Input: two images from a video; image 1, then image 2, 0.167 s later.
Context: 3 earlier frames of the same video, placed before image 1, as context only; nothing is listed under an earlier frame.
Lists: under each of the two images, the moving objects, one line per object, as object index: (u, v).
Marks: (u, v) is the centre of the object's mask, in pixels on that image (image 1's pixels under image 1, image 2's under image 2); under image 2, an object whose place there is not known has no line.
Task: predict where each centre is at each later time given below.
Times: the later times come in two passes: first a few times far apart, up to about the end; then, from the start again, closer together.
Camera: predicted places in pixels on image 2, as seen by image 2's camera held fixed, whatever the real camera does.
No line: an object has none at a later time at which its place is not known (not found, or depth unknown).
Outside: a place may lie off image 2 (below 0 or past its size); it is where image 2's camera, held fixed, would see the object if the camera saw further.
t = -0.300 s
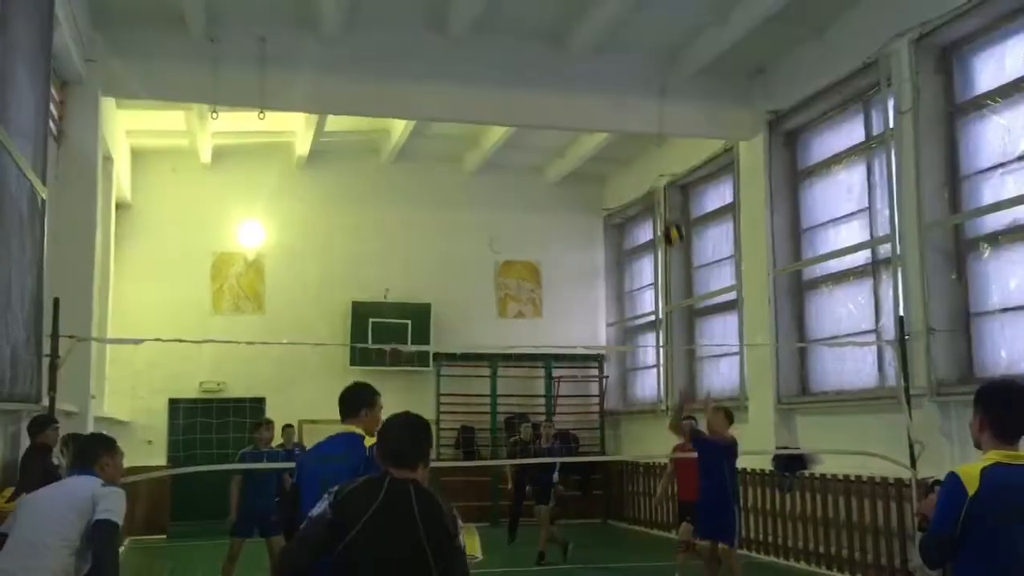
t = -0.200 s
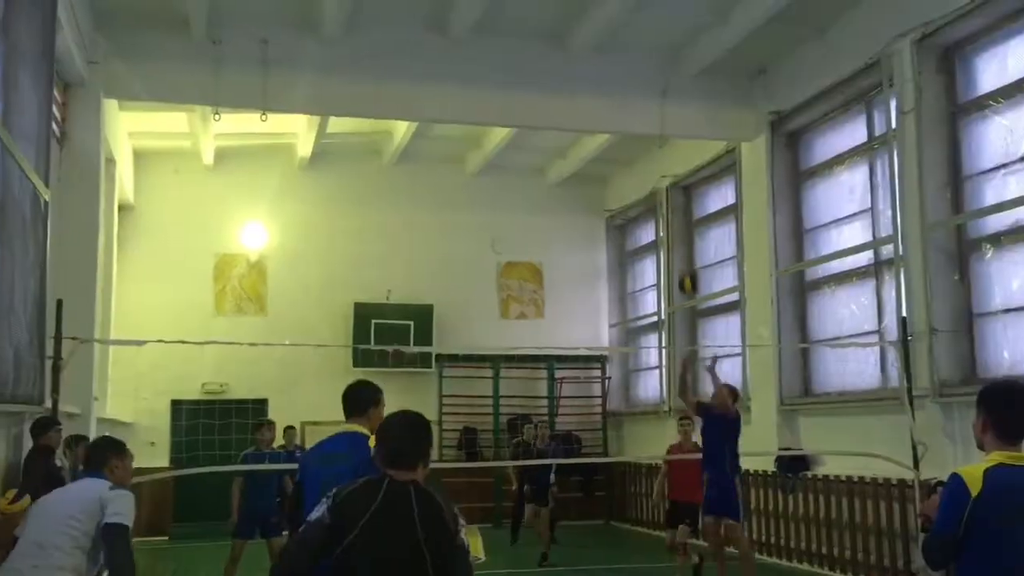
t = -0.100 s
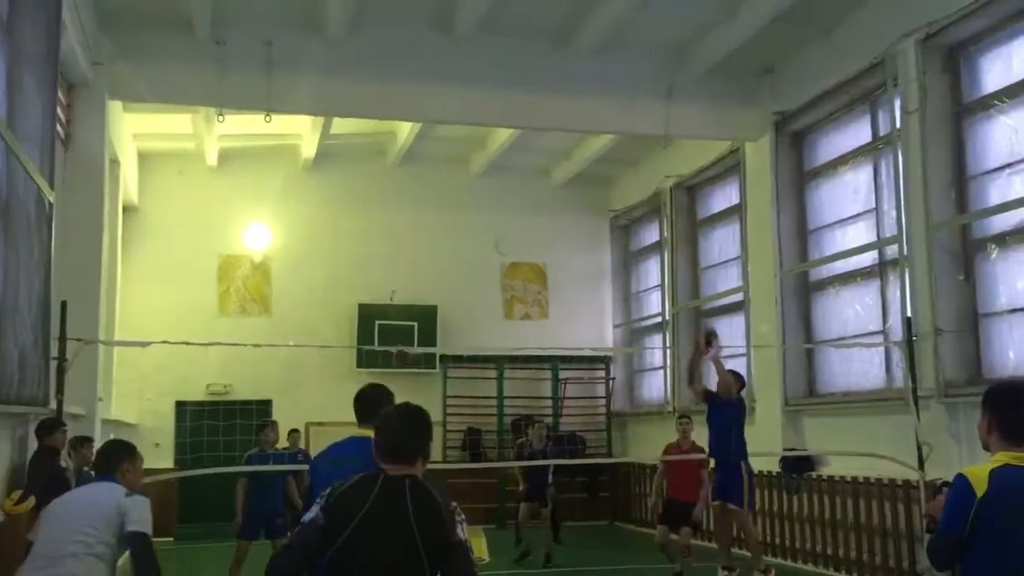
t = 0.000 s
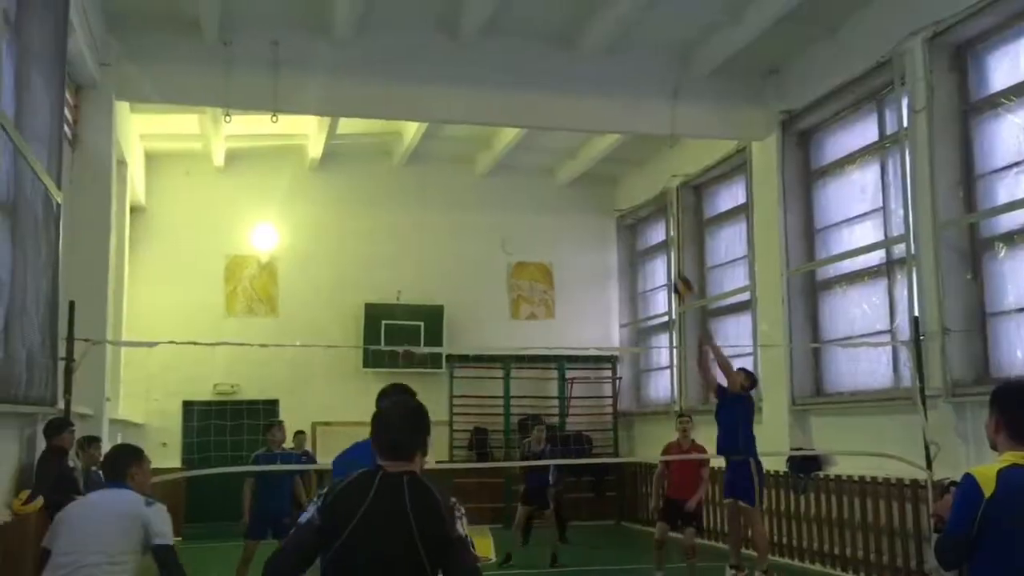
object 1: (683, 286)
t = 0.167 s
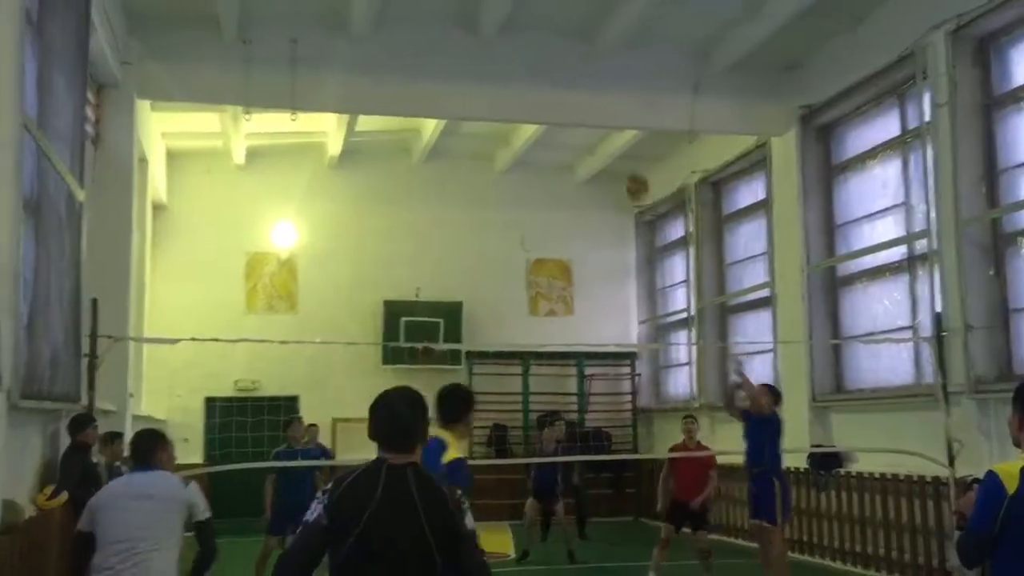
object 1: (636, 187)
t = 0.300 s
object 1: (589, 130)
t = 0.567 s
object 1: (495, 78)
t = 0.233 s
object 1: (612, 155)
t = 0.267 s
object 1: (600, 142)
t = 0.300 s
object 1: (589, 130)
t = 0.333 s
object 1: (576, 119)
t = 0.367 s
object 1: (565, 109)
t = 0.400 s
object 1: (553, 101)
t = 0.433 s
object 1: (541, 94)
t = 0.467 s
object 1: (529, 87)
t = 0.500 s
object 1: (517, 83)
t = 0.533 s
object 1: (507, 80)
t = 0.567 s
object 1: (495, 78)
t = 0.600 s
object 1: (482, 76)
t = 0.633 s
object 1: (471, 77)
